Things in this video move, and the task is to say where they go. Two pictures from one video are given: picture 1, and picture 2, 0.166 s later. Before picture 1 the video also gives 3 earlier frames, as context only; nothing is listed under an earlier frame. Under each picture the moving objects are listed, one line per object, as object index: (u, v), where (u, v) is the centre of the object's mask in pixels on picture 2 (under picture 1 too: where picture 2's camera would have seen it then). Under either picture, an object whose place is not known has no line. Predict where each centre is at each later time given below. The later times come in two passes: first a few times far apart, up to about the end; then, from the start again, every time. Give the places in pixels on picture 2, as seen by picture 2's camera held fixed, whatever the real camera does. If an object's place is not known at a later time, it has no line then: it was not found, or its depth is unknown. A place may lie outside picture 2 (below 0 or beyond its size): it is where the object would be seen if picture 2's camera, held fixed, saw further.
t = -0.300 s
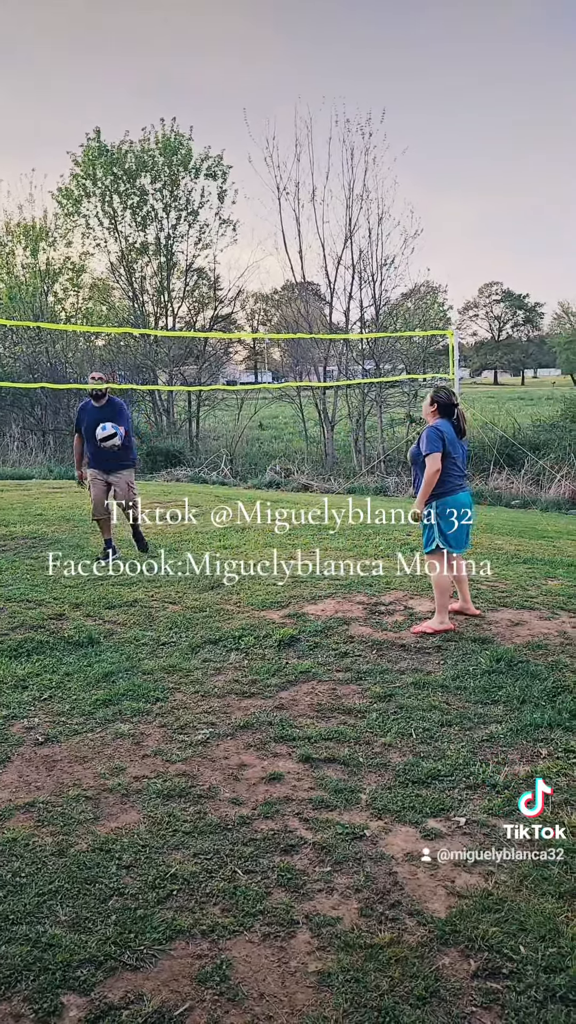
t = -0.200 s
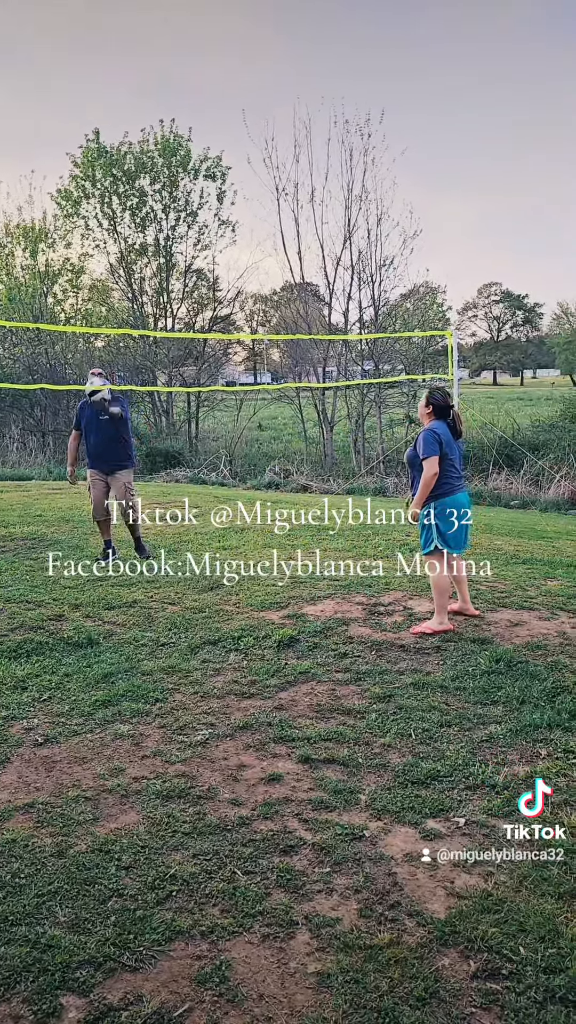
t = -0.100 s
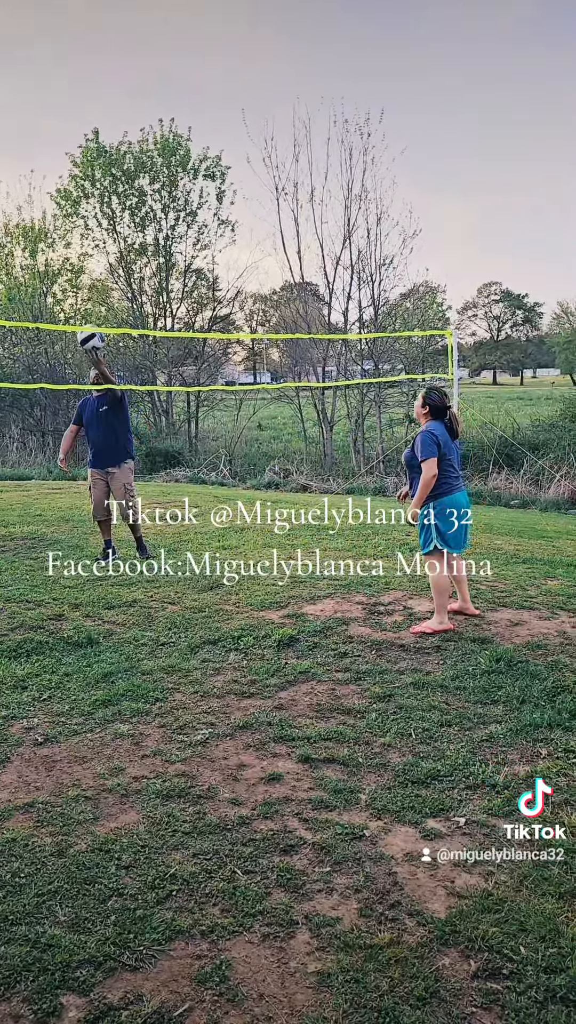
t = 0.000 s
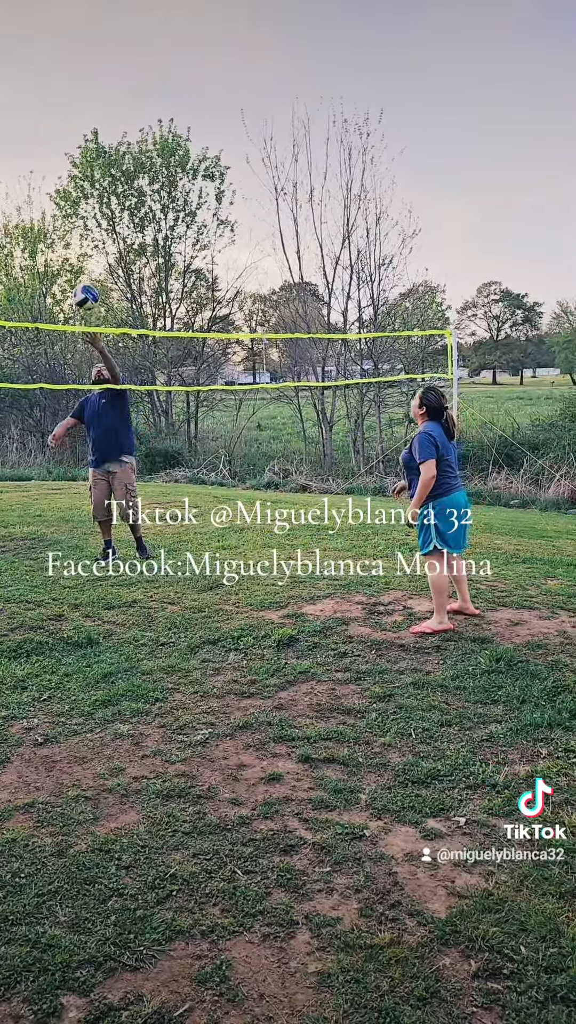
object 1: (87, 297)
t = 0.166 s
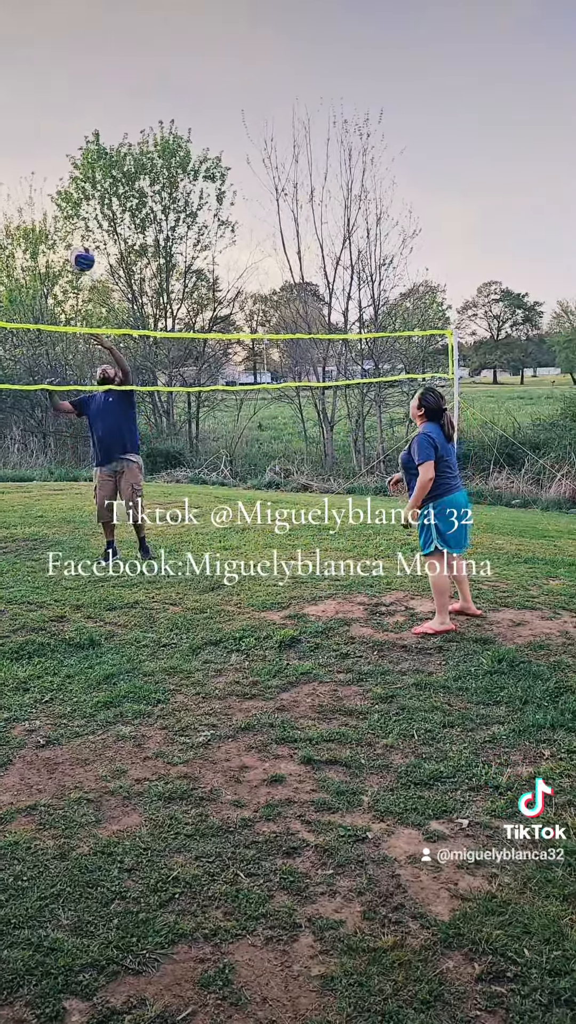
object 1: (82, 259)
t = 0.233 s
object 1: (81, 253)
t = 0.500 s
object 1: (83, 279)
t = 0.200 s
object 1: (81, 255)
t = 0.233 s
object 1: (81, 253)
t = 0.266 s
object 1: (81, 252)
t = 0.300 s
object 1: (81, 252)
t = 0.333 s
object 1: (81, 254)
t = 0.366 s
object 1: (80, 256)
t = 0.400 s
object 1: (80, 261)
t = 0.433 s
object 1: (81, 266)
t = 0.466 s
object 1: (82, 272)
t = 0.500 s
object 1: (83, 279)
